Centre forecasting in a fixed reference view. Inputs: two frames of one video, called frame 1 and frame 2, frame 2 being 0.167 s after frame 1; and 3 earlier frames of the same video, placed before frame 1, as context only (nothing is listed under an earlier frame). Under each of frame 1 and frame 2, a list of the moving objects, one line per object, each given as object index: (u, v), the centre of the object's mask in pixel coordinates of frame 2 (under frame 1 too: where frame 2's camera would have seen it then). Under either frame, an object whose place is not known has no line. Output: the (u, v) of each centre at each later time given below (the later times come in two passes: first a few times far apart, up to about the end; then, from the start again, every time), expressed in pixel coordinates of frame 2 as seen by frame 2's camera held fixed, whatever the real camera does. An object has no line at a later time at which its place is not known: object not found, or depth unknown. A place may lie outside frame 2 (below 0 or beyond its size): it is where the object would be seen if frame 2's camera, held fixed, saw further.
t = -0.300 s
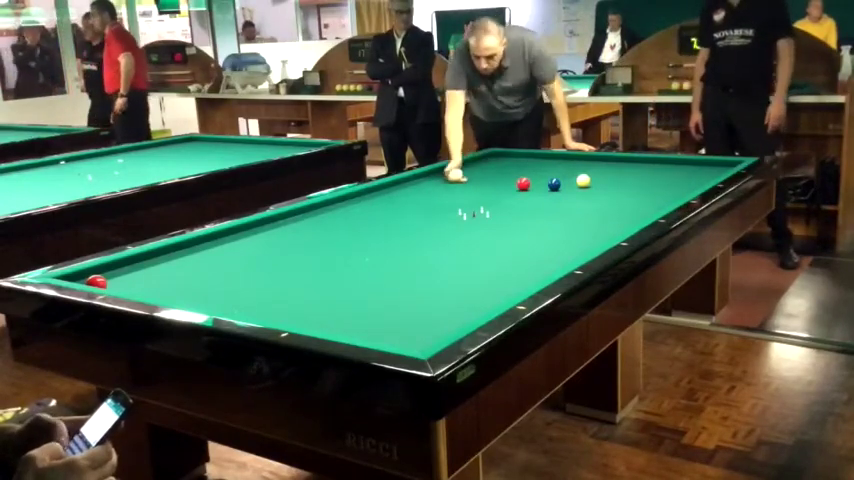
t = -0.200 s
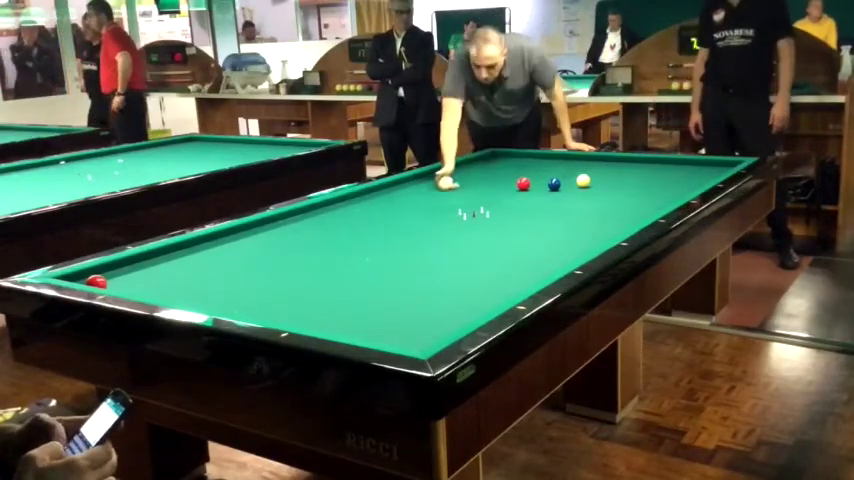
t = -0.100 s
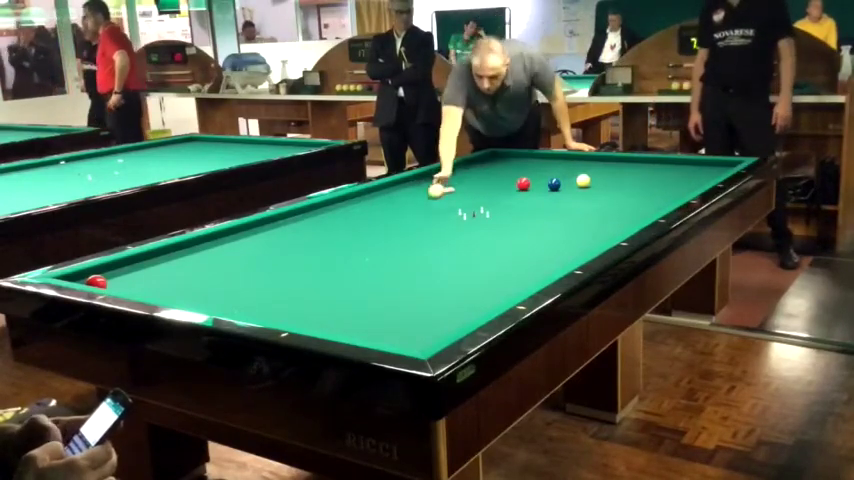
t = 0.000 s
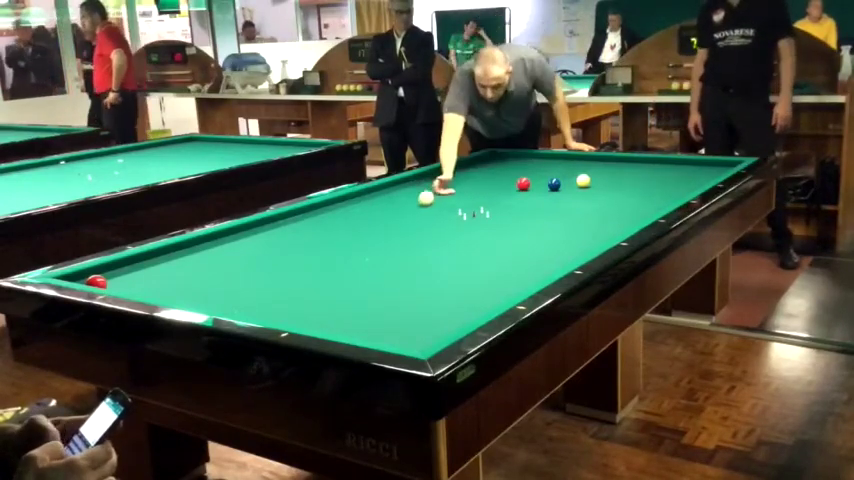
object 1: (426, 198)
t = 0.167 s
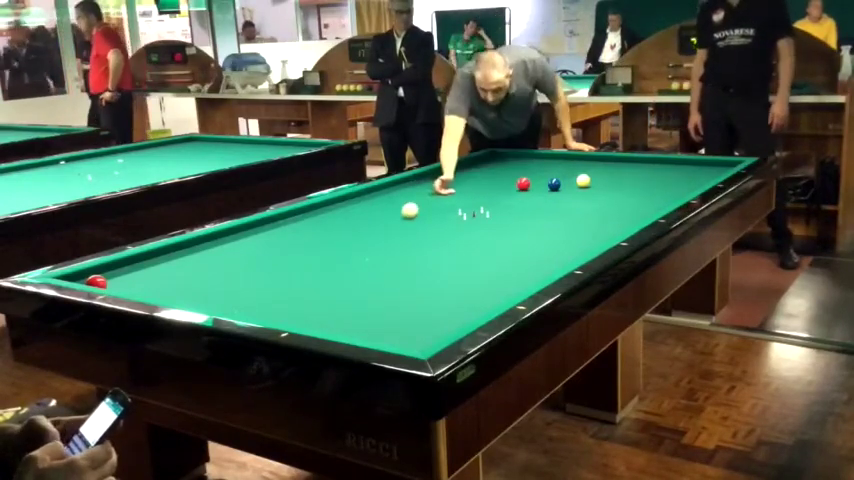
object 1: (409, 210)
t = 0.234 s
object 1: (403, 215)
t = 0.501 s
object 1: (372, 238)
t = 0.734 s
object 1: (339, 263)
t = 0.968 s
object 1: (299, 294)
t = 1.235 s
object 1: (307, 307)
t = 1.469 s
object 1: (372, 290)
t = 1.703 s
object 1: (422, 278)
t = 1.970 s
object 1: (475, 266)
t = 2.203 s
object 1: (518, 257)
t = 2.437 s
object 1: (556, 248)
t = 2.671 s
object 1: (592, 239)
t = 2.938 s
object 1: (617, 227)
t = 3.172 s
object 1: (623, 221)
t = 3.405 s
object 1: (629, 214)
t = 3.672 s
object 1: (634, 206)
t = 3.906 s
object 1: (639, 199)
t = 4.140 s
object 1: (642, 193)
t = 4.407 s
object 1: (646, 187)
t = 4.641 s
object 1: (649, 182)
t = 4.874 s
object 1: (652, 177)
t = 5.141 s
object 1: (655, 173)
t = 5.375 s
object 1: (658, 169)
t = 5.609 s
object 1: (660, 165)
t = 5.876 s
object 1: (662, 161)
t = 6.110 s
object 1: (660, 159)
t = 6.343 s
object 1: (652, 161)
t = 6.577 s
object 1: (644, 162)
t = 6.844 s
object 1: (634, 164)
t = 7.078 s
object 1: (627, 165)
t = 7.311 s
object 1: (619, 166)
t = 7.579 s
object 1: (611, 168)
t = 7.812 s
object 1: (604, 169)
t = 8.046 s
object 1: (597, 170)
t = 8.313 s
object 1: (590, 171)
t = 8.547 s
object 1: (583, 171)
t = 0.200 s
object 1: (406, 212)
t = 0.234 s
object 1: (403, 215)
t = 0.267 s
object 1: (399, 217)
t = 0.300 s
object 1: (396, 220)
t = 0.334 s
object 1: (392, 223)
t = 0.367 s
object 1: (388, 226)
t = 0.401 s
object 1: (384, 229)
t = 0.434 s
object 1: (380, 232)
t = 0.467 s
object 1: (376, 235)
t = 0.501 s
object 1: (372, 238)
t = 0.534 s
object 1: (368, 241)
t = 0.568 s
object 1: (363, 244)
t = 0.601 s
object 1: (359, 248)
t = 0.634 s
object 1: (354, 252)
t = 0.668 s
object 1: (350, 256)
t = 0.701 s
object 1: (345, 259)
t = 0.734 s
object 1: (339, 263)
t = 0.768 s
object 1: (334, 267)
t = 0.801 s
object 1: (328, 271)
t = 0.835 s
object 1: (323, 276)
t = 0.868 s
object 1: (317, 280)
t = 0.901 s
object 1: (311, 285)
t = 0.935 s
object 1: (305, 289)
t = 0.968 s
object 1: (299, 294)
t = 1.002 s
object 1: (292, 299)
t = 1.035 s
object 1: (286, 305)
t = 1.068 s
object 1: (279, 309)
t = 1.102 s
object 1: (271, 311)
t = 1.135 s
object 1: (272, 313)
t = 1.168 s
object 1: (284, 311)
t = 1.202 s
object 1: (296, 311)
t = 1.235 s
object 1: (307, 307)
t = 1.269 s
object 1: (318, 305)
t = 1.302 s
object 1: (328, 301)
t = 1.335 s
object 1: (337, 299)
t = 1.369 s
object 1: (347, 296)
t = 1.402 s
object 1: (355, 295)
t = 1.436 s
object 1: (363, 293)
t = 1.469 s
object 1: (372, 290)
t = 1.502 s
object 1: (380, 289)
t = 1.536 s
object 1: (387, 287)
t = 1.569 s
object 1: (394, 285)
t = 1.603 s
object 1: (401, 283)
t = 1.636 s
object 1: (408, 282)
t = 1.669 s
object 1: (415, 280)
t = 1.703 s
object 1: (422, 278)
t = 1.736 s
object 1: (429, 277)
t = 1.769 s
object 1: (436, 275)
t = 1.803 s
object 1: (443, 273)
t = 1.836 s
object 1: (450, 272)
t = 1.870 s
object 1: (456, 271)
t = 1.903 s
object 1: (463, 269)
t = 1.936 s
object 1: (469, 268)
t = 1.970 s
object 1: (475, 266)
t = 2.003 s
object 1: (482, 265)
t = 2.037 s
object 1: (488, 264)
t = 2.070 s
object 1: (494, 262)
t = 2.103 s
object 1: (500, 260)
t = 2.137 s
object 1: (506, 259)
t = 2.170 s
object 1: (512, 258)
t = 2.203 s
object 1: (518, 257)
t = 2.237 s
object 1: (524, 255)
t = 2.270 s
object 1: (529, 254)
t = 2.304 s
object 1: (535, 253)
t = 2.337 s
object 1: (540, 251)
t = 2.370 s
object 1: (546, 251)
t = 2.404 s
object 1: (551, 249)
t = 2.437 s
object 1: (556, 248)
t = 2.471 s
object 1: (562, 247)
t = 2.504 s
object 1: (567, 245)
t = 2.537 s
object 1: (573, 244)
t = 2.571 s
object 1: (578, 243)
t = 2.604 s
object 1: (582, 242)
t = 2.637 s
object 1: (587, 240)
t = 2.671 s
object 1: (592, 239)
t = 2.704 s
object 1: (597, 237)
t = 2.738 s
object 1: (601, 235)
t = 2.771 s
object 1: (607, 233)
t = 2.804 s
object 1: (611, 231)
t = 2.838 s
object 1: (614, 231)
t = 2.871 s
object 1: (615, 229)
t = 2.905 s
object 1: (616, 228)
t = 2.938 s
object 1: (617, 227)
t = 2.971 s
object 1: (617, 226)
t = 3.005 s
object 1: (618, 225)
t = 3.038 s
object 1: (619, 225)
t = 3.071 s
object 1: (620, 224)
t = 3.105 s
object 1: (621, 223)
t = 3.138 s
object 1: (622, 222)
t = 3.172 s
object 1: (623, 221)
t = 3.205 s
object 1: (624, 220)
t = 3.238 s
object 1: (625, 219)
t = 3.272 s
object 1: (625, 218)
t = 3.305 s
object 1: (626, 217)
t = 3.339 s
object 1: (627, 216)
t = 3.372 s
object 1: (628, 215)
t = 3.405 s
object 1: (629, 214)
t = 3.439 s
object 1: (630, 213)
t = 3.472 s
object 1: (630, 212)
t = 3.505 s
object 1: (631, 211)
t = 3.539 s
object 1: (632, 210)
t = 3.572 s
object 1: (632, 208)
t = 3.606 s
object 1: (633, 208)
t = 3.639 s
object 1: (634, 207)
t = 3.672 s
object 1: (634, 206)
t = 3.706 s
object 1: (635, 204)
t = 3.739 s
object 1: (636, 203)
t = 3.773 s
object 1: (636, 203)
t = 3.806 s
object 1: (637, 202)
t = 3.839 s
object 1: (638, 201)
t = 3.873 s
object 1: (638, 200)
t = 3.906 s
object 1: (639, 199)
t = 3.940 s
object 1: (639, 198)
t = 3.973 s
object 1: (640, 197)
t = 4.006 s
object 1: (641, 196)
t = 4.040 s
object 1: (641, 196)
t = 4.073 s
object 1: (642, 195)
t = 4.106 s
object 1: (642, 194)
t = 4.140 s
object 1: (642, 193)
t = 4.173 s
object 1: (643, 192)
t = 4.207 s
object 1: (644, 192)
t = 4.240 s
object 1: (644, 191)
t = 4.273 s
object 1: (645, 190)
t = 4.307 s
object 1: (645, 189)
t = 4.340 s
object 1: (645, 188)
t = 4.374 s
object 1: (646, 188)
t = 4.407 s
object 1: (646, 187)
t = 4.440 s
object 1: (647, 186)
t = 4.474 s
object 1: (647, 185)
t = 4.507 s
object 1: (648, 185)
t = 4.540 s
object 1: (648, 184)
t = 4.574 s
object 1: (648, 183)
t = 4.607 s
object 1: (649, 183)
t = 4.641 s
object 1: (649, 182)
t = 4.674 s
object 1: (650, 181)
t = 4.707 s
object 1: (650, 181)
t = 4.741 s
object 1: (651, 180)
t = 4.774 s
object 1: (651, 179)
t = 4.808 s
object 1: (651, 179)
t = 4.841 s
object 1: (652, 178)
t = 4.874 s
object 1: (652, 177)
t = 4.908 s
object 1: (653, 177)
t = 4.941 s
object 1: (653, 176)
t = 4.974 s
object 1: (653, 176)
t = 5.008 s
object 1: (654, 175)
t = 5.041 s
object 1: (654, 174)
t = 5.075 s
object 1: (654, 174)
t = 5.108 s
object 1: (655, 173)
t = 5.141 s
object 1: (655, 173)
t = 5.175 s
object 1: (656, 172)
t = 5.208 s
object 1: (656, 172)
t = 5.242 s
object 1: (656, 171)
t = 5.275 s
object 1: (657, 171)
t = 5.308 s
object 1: (657, 170)
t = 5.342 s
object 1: (657, 169)
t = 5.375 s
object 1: (658, 169)
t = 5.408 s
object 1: (658, 168)
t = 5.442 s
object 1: (658, 168)
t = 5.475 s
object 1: (658, 167)
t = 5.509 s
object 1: (659, 167)
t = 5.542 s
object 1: (659, 166)
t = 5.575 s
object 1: (659, 166)
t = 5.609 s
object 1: (660, 165)
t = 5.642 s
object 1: (660, 165)
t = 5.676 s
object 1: (661, 164)
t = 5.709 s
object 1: (661, 163)
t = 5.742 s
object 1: (661, 163)
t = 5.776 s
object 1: (661, 163)
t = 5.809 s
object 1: (661, 162)
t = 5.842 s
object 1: (662, 162)
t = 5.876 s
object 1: (662, 161)
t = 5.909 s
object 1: (662, 161)
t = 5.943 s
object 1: (662, 160)
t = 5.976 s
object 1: (662, 160)
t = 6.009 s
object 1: (663, 160)
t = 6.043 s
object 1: (663, 159)
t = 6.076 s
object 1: (662, 159)
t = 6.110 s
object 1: (660, 159)
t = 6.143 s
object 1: (659, 160)
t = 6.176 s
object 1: (658, 160)
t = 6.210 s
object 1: (657, 160)
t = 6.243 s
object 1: (656, 160)
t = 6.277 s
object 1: (654, 160)
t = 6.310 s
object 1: (653, 160)
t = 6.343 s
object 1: (652, 161)
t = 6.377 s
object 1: (651, 161)
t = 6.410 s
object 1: (650, 161)
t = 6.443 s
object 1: (649, 161)
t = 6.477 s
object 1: (647, 161)
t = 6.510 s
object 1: (646, 161)
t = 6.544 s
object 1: (645, 162)
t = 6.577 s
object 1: (644, 162)
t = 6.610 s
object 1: (643, 162)
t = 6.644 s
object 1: (641, 162)
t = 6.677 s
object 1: (640, 163)
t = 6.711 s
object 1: (639, 163)
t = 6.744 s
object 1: (638, 163)
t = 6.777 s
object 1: (637, 163)
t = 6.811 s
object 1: (635, 163)
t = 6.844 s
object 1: (634, 164)
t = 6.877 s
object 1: (633, 164)
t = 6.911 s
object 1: (632, 164)
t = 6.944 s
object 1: (631, 164)
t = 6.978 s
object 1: (630, 164)
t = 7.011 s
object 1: (629, 165)
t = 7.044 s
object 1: (628, 165)
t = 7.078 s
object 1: (627, 165)
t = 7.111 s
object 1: (626, 165)
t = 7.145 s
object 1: (625, 165)
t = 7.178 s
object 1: (623, 166)
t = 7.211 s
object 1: (622, 166)
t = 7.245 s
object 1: (621, 166)
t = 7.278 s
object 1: (620, 166)
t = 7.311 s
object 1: (619, 166)
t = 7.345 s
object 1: (618, 166)
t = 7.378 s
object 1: (617, 167)
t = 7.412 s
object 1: (616, 167)
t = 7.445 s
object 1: (615, 167)
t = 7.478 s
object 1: (614, 167)
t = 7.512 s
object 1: (613, 167)
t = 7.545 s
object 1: (612, 168)
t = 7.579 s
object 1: (611, 168)
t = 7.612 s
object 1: (610, 168)
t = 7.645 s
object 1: (609, 168)
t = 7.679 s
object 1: (608, 168)
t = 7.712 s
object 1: (607, 169)
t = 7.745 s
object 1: (606, 169)
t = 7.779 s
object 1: (605, 169)
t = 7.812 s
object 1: (604, 169)
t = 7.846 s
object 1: (603, 169)
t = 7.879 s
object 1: (602, 169)
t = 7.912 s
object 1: (601, 170)
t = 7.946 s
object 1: (600, 170)
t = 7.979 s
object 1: (599, 170)
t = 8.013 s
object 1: (598, 170)
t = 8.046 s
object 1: (597, 170)
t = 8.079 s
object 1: (596, 170)
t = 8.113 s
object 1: (595, 170)
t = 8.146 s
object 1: (595, 170)
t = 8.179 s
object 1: (594, 170)
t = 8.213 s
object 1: (593, 171)
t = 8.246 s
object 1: (592, 171)
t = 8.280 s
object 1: (591, 171)
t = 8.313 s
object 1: (590, 171)
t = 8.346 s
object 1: (589, 171)
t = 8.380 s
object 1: (588, 171)
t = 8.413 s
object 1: (587, 171)
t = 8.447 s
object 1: (586, 171)
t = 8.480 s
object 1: (585, 171)
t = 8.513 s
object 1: (585, 171)
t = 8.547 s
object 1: (583, 171)
